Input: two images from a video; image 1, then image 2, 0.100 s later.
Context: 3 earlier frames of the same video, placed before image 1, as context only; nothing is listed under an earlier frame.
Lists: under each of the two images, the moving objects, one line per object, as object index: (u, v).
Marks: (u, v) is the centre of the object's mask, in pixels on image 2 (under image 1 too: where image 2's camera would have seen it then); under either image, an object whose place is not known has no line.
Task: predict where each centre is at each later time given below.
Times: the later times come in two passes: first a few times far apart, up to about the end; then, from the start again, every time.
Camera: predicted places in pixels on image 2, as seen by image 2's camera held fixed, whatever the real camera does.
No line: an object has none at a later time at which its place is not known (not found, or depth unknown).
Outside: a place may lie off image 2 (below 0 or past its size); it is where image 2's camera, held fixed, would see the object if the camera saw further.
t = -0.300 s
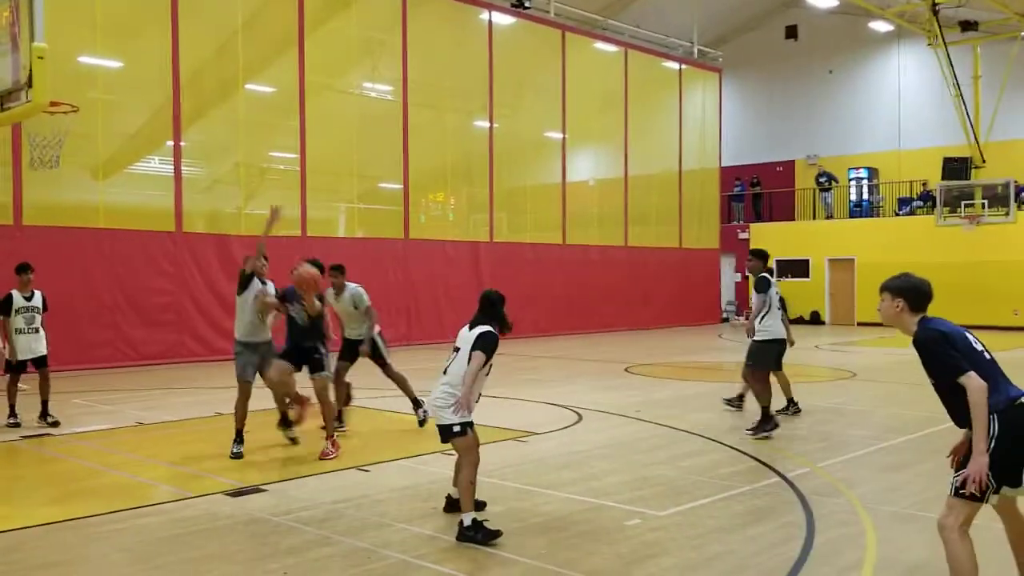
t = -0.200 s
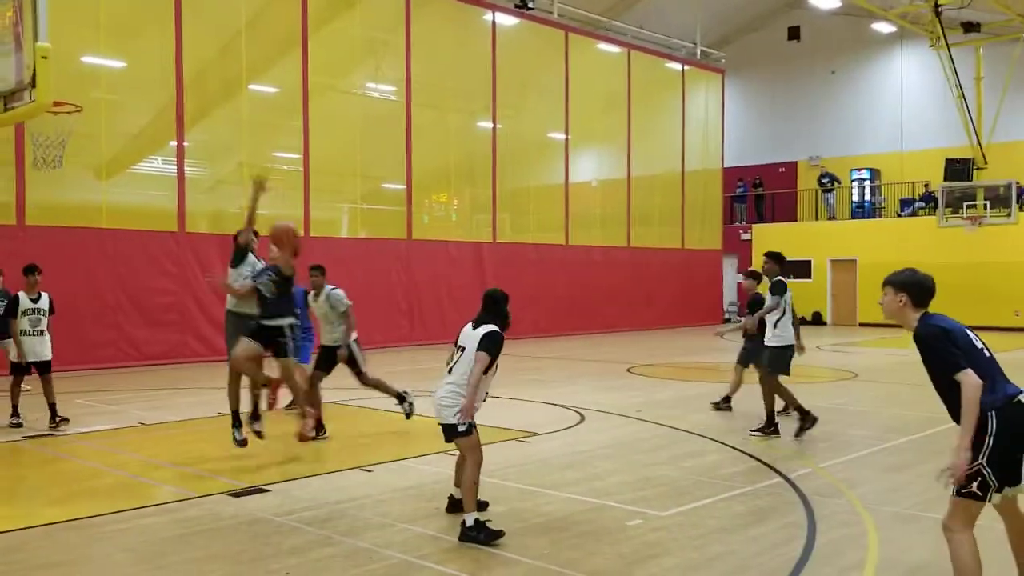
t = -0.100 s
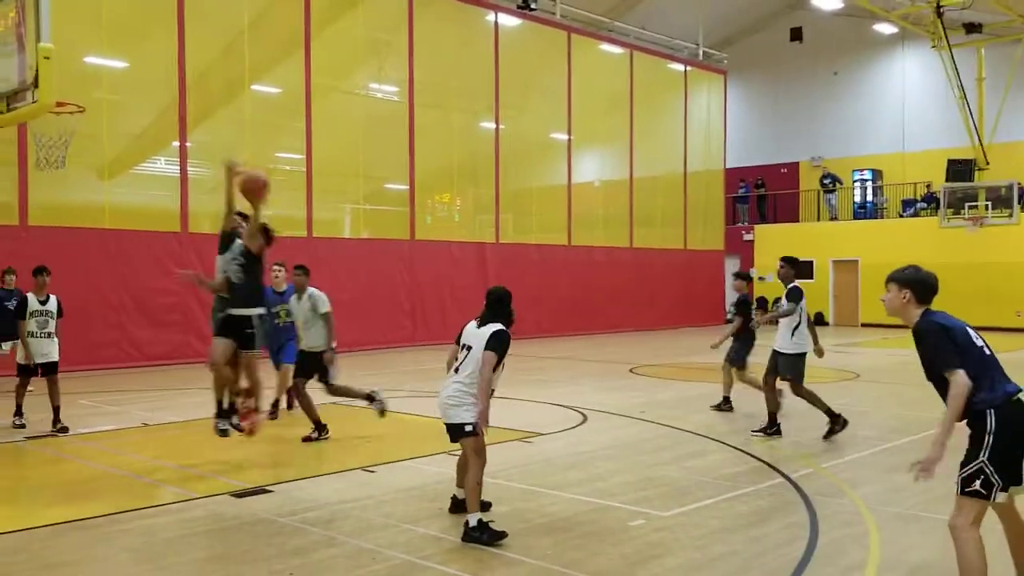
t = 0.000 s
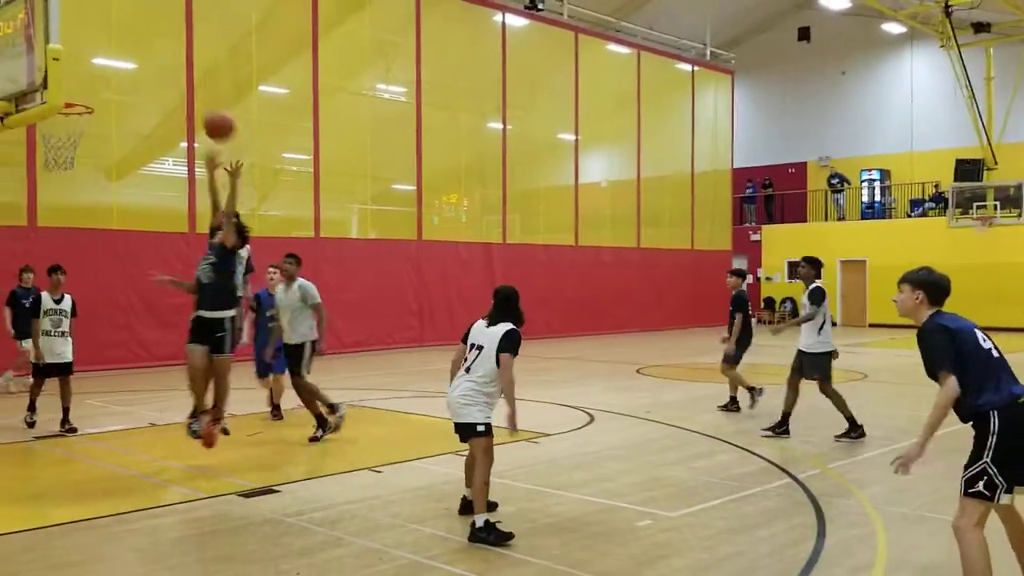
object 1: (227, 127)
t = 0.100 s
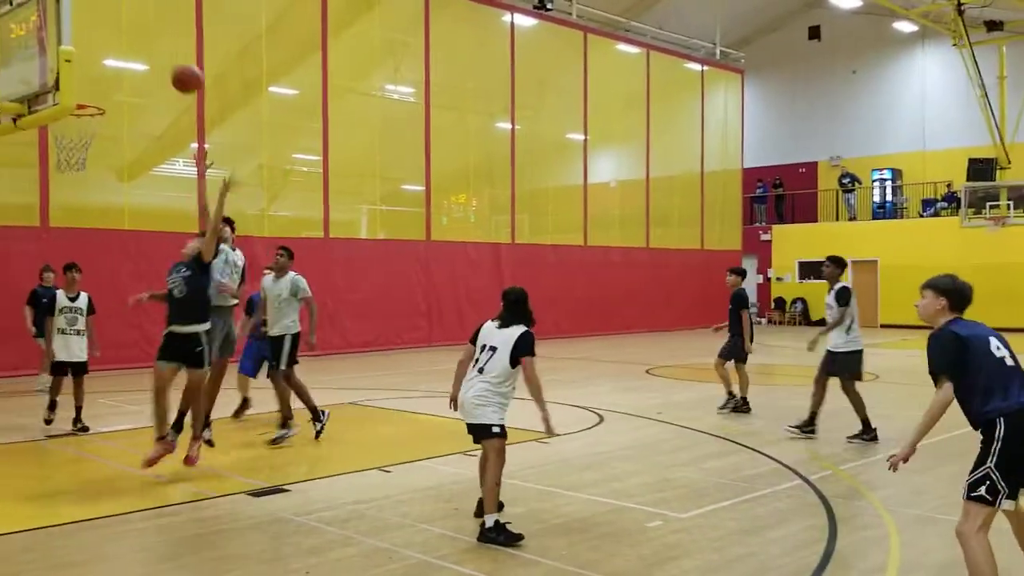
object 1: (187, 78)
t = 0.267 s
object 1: (118, 27)
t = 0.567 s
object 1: (107, 37)
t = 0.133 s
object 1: (172, 66)
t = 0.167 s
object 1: (159, 54)
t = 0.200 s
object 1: (146, 44)
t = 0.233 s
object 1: (132, 35)
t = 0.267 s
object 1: (118, 27)
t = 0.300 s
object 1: (103, 22)
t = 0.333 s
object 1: (90, 16)
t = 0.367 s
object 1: (82, 14)
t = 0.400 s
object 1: (85, 14)
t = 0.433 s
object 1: (88, 16)
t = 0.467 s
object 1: (94, 19)
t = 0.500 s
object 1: (98, 23)
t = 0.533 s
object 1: (102, 29)
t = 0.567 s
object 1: (107, 37)
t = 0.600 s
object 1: (112, 45)
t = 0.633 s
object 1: (117, 54)
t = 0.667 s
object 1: (123, 65)
